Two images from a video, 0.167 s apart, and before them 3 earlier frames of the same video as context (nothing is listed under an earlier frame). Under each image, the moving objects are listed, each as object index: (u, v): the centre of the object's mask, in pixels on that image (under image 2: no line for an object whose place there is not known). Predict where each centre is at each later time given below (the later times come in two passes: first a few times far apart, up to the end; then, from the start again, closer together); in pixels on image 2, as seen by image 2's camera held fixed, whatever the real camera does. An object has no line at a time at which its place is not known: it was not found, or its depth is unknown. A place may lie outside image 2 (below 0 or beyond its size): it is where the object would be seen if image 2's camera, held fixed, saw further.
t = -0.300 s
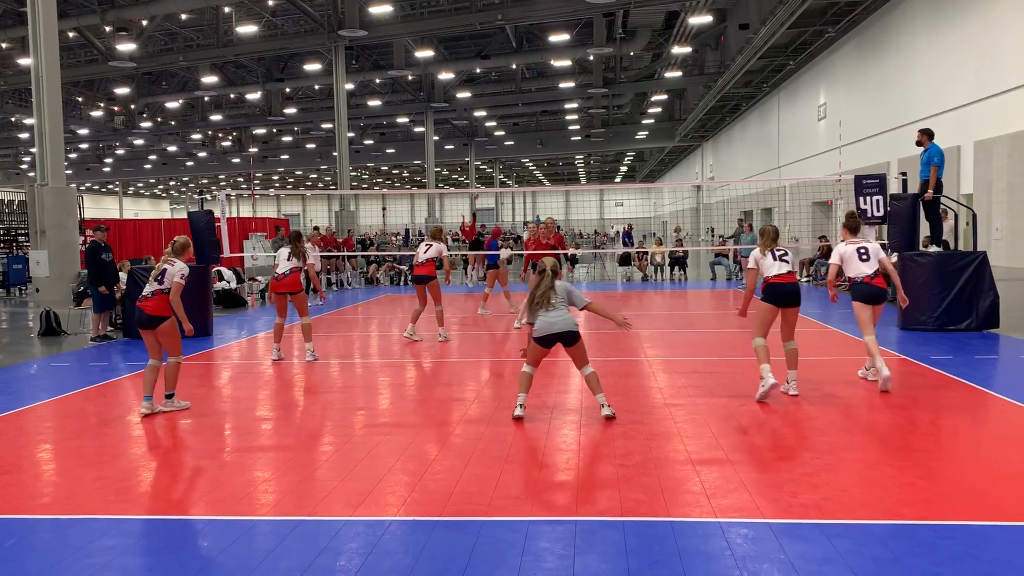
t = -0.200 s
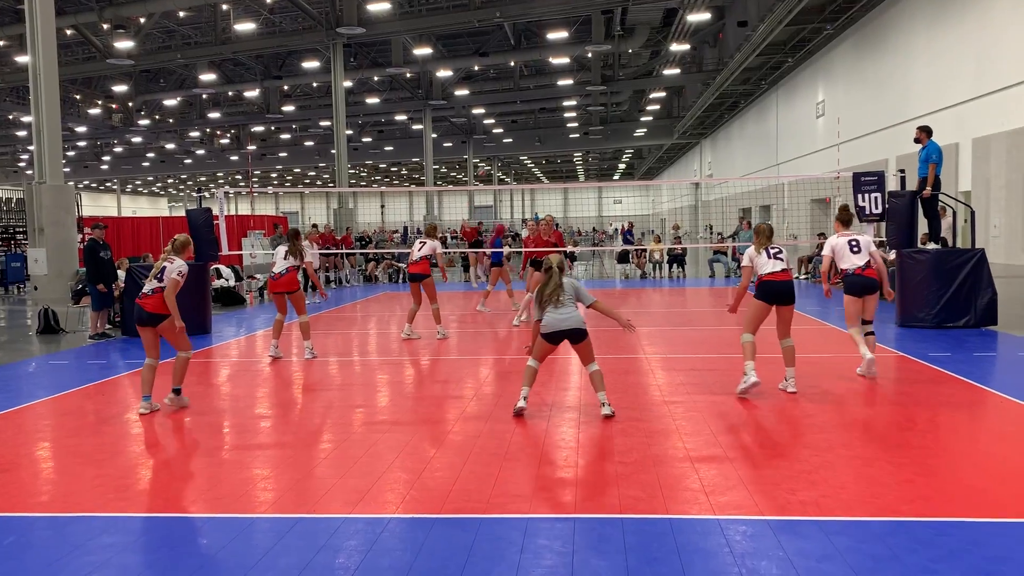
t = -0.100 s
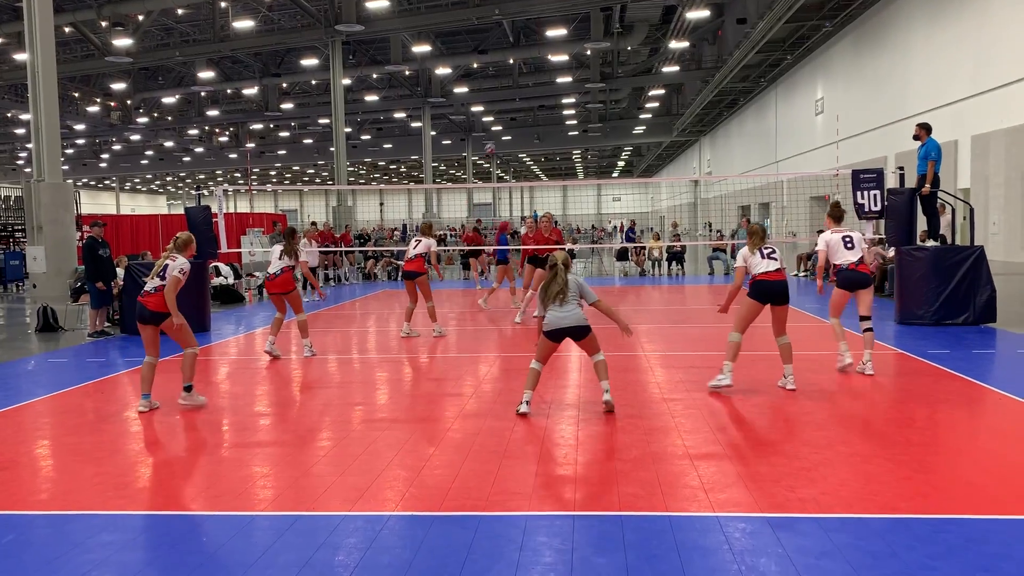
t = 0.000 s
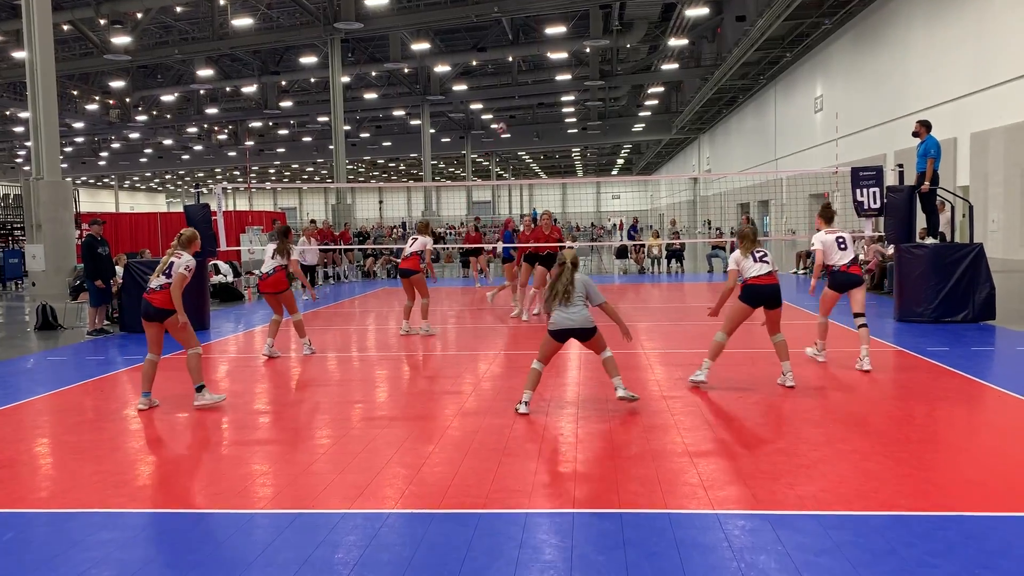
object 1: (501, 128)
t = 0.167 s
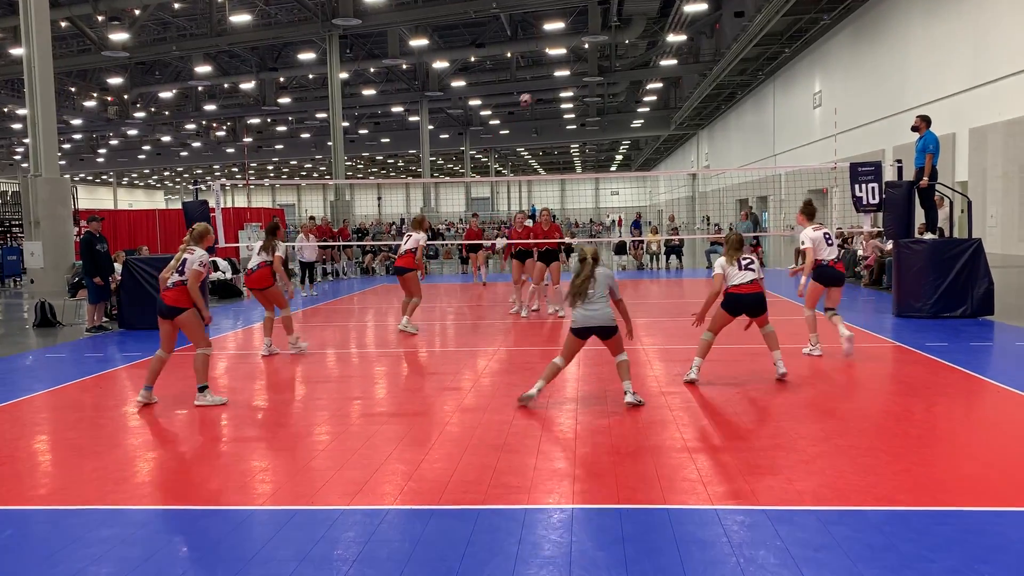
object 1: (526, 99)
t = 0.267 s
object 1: (544, 88)
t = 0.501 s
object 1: (597, 77)
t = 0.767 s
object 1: (676, 116)
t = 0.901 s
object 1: (733, 170)
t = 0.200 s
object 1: (531, 96)
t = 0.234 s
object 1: (538, 91)
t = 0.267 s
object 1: (544, 88)
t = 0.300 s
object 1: (551, 85)
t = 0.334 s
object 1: (558, 82)
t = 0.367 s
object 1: (566, 80)
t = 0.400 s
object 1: (574, 79)
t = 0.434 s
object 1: (581, 77)
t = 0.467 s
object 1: (589, 77)
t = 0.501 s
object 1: (597, 77)
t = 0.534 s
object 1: (605, 79)
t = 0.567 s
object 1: (614, 81)
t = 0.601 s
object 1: (623, 84)
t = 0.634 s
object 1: (633, 88)
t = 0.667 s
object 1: (641, 92)
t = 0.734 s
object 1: (664, 107)
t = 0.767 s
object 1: (676, 116)
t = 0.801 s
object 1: (688, 126)
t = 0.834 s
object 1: (702, 138)
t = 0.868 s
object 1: (716, 153)
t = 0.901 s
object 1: (733, 170)
